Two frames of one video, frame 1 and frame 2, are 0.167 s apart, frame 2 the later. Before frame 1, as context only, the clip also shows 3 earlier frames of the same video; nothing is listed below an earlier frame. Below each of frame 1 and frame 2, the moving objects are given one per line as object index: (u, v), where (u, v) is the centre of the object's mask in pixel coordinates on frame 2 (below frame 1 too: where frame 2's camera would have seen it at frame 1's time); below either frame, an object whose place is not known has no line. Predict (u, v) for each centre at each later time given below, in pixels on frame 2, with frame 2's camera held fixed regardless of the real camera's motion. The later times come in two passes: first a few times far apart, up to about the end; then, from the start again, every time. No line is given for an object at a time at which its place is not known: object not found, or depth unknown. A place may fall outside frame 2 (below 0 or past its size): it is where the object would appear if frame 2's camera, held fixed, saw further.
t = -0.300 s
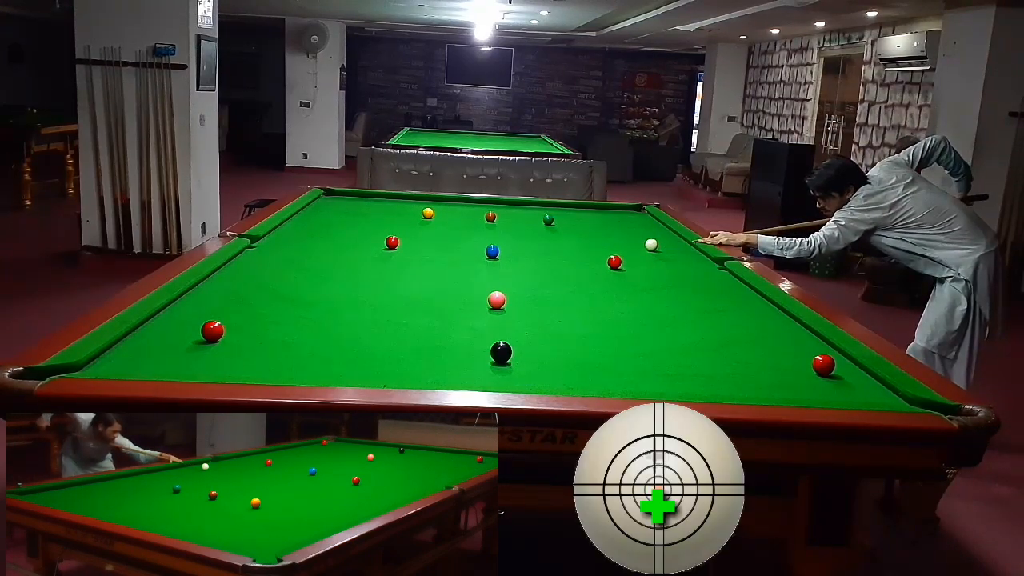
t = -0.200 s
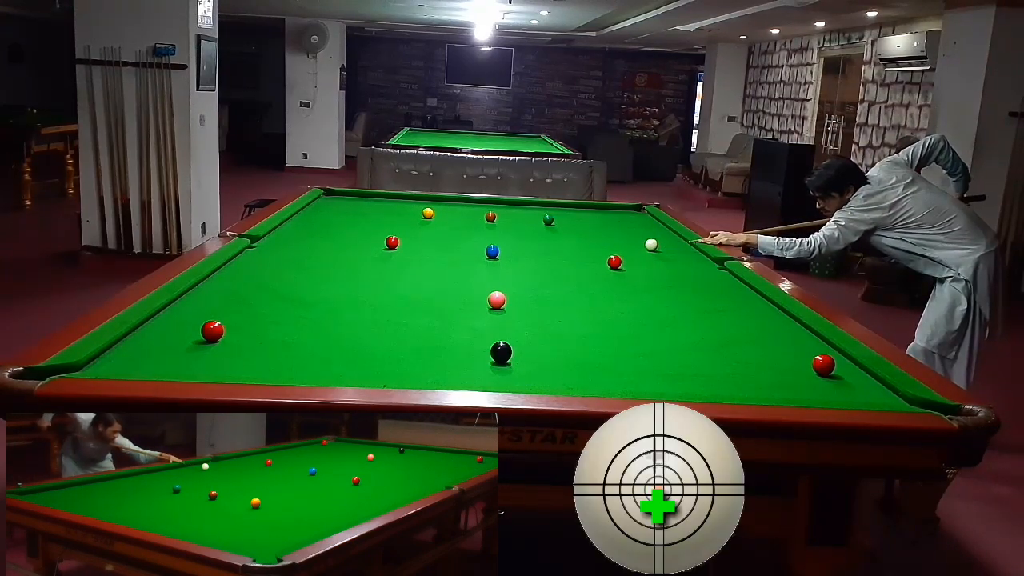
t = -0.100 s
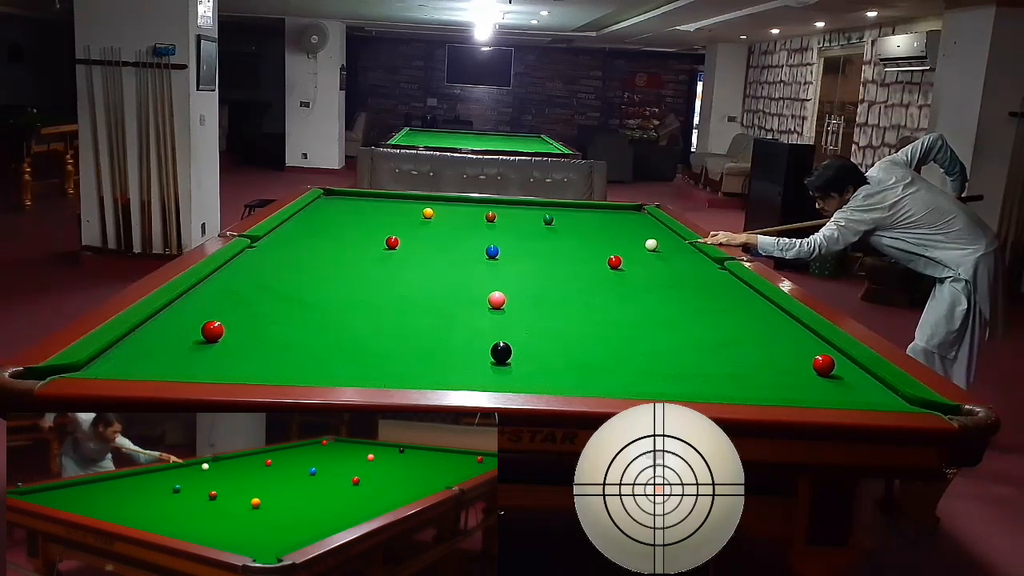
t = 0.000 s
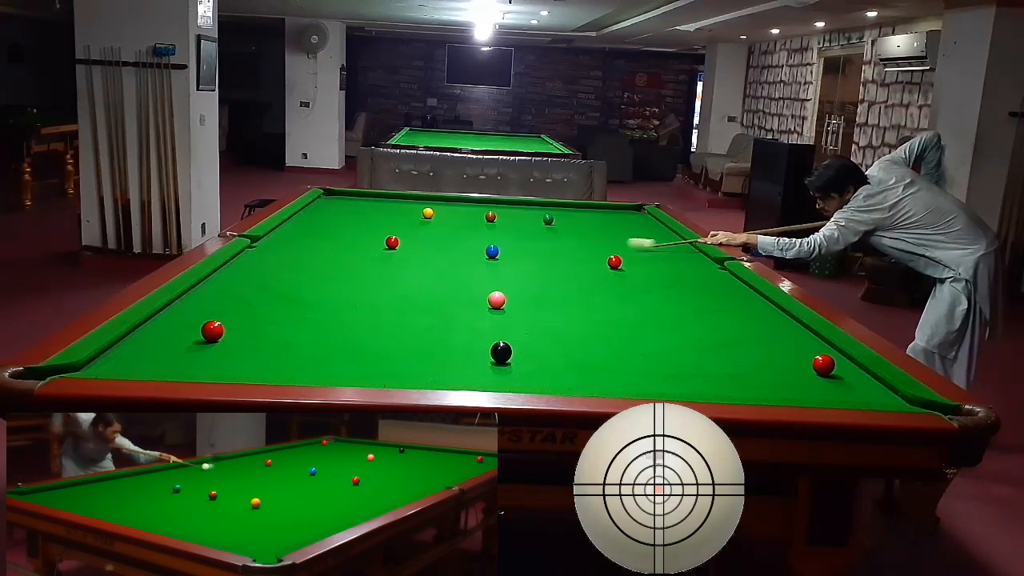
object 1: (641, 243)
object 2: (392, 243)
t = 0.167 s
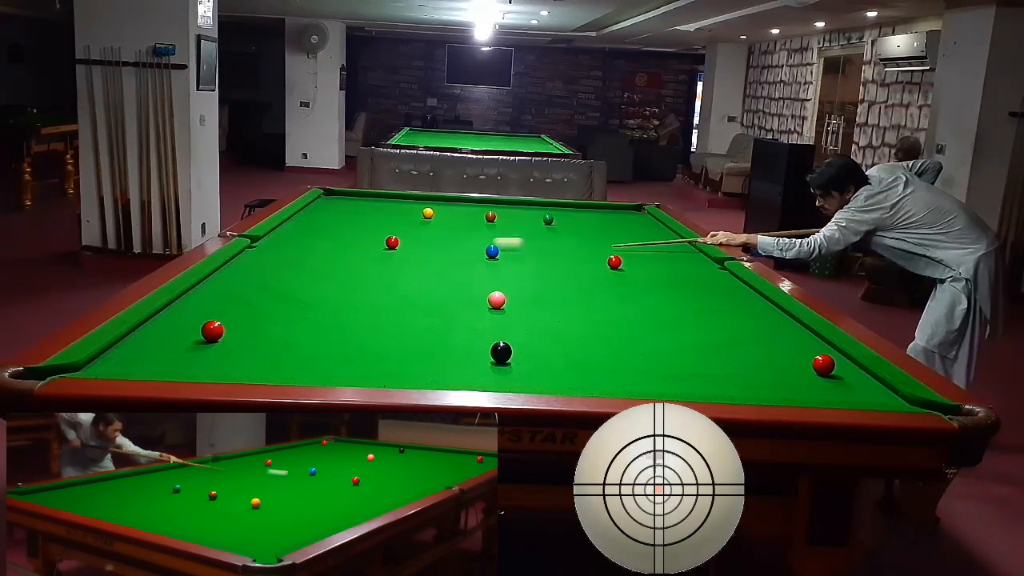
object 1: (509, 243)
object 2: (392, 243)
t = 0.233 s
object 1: (457, 242)
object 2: (392, 243)
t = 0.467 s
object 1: (403, 243)
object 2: (280, 241)
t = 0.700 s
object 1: (401, 243)
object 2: (251, 245)
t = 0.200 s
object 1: (481, 242)
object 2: (392, 243)
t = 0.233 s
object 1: (457, 242)
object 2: (392, 243)
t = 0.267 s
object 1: (432, 241)
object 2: (392, 243)
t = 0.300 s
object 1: (408, 241)
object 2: (390, 243)
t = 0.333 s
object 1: (405, 243)
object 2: (369, 242)
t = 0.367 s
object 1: (404, 243)
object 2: (346, 241)
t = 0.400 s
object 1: (404, 243)
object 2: (323, 241)
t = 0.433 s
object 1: (403, 243)
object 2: (301, 241)
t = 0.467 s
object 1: (403, 243)
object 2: (280, 241)
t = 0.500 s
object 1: (402, 243)
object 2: (260, 240)
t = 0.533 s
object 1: (402, 243)
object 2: (244, 236)
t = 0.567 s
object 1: (402, 243)
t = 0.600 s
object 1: (401, 243)
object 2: (251, 244)
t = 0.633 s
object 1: (401, 243)
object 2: (252, 244)
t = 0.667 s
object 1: (401, 243)
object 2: (252, 245)
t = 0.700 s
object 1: (401, 243)
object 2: (251, 245)
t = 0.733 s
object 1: (400, 243)
